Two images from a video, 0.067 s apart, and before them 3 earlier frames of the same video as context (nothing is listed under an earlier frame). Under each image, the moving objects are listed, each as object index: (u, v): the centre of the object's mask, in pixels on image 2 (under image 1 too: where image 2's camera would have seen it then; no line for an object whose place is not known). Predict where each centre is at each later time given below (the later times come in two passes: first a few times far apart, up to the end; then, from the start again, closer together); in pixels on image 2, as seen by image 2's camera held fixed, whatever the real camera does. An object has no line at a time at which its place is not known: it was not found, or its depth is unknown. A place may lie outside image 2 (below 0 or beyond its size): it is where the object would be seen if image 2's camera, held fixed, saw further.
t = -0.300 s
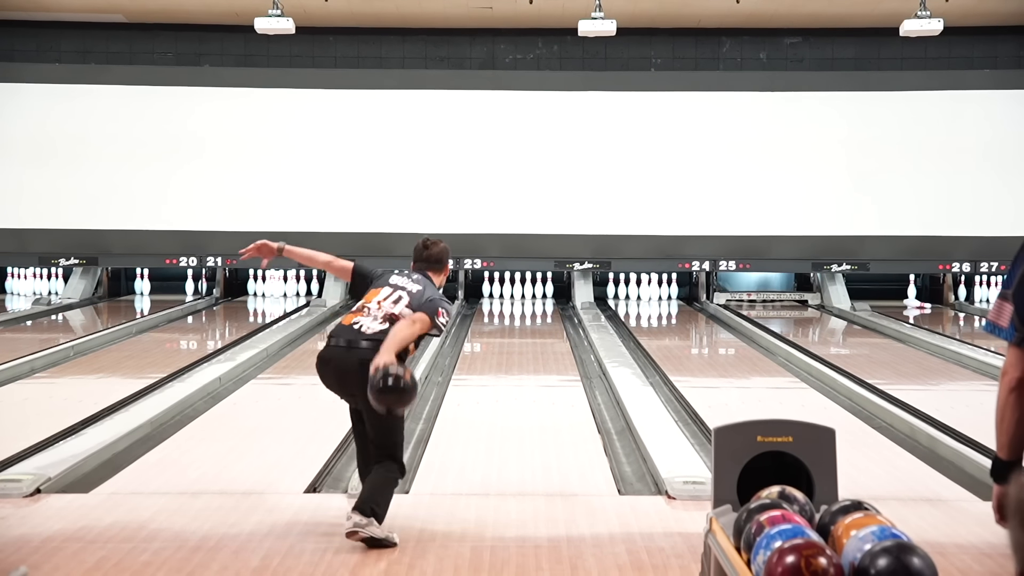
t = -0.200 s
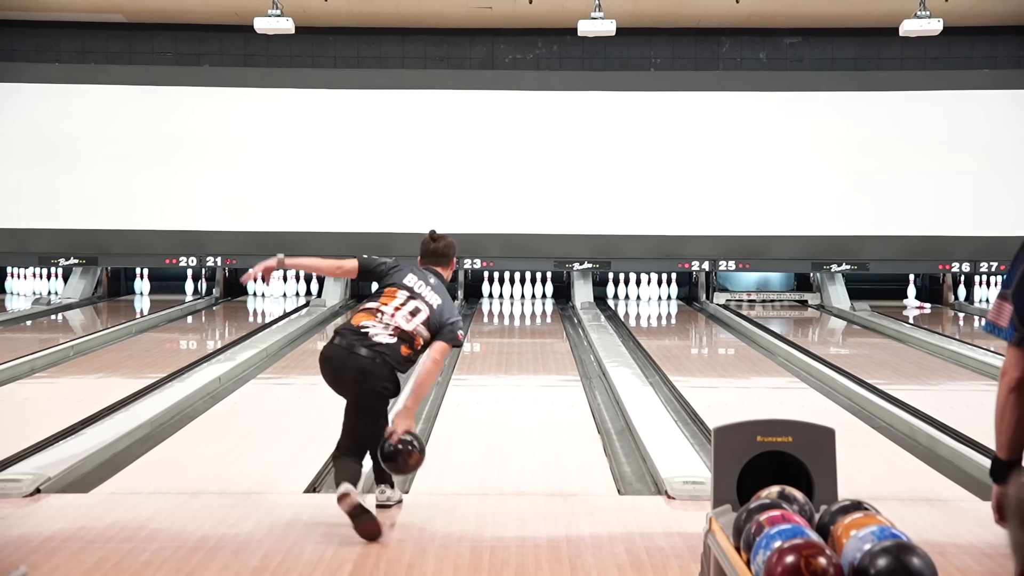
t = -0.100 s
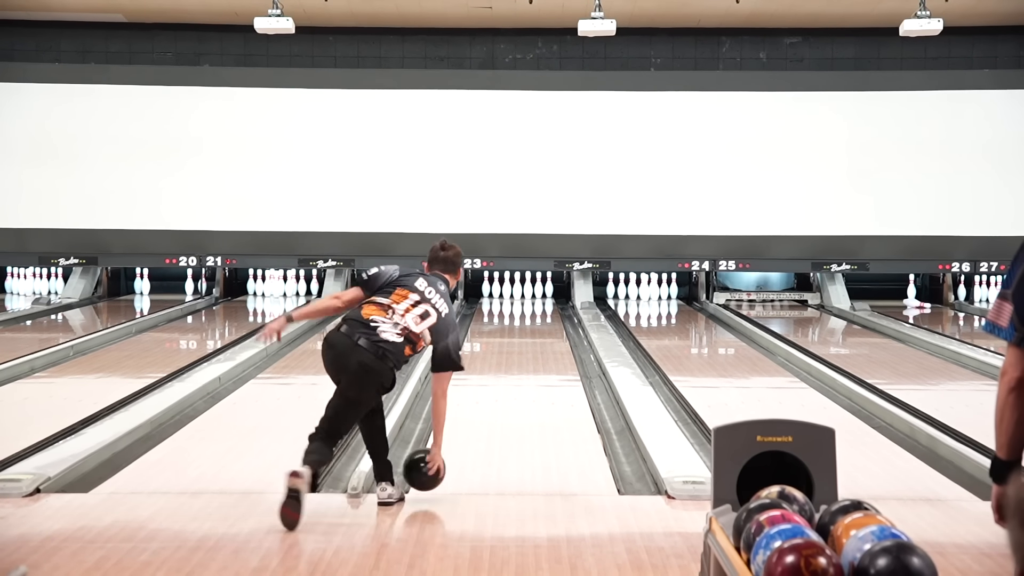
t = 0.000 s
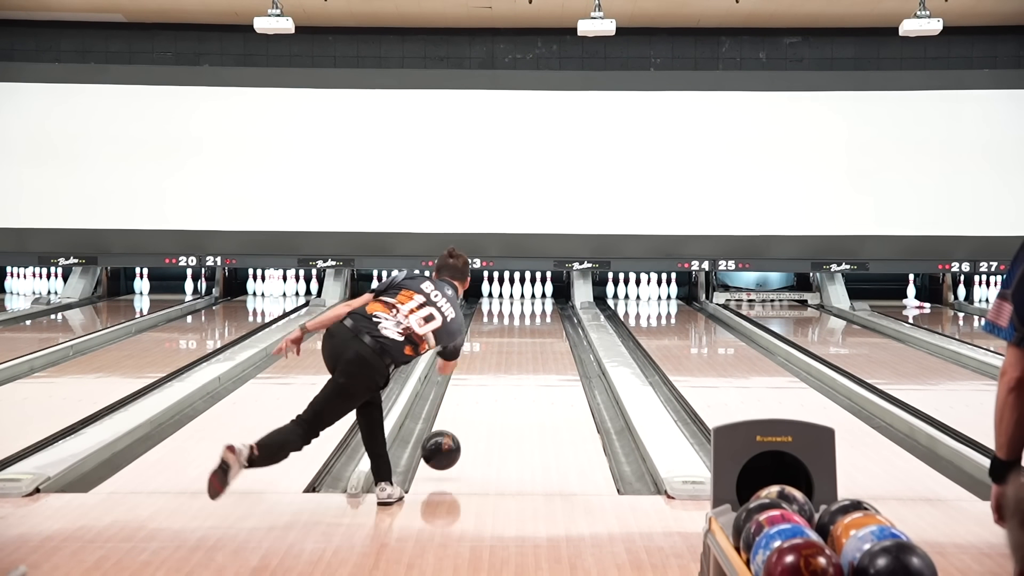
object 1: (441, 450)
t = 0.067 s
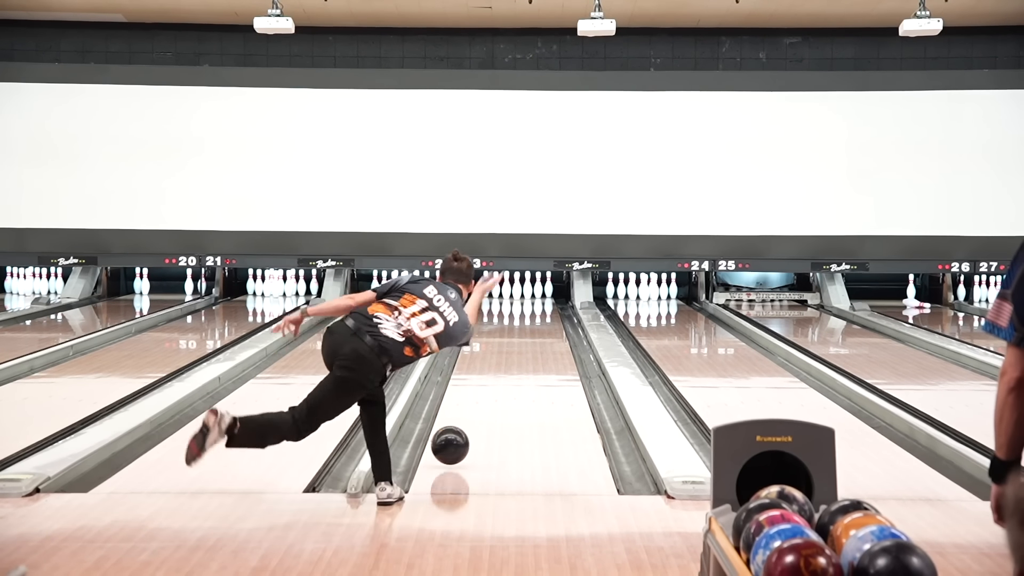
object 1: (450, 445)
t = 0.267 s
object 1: (473, 419)
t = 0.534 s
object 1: (497, 389)
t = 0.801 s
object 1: (514, 366)
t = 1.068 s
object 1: (527, 348)
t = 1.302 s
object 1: (535, 335)
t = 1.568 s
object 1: (542, 323)
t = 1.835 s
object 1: (545, 313)
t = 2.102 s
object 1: (541, 304)
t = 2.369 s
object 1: (531, 298)
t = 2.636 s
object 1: (520, 293)
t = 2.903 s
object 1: (509, 289)
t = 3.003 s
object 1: (507, 290)
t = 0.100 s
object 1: (454, 443)
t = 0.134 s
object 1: (458, 437)
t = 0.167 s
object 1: (463, 433)
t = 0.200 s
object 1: (466, 428)
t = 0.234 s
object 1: (470, 424)
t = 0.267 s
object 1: (473, 419)
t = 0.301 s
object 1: (477, 415)
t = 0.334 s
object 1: (480, 411)
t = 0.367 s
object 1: (483, 407)
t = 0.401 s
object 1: (486, 403)
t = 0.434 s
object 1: (489, 399)
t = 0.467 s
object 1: (492, 396)
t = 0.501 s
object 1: (494, 392)
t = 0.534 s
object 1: (497, 389)
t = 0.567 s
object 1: (499, 386)
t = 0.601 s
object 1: (502, 383)
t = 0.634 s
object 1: (506, 382)
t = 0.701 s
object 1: (508, 374)
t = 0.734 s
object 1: (510, 371)
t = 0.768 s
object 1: (512, 369)
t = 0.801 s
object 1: (514, 366)
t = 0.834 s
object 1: (516, 364)
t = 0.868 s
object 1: (517, 361)
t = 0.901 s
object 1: (519, 359)
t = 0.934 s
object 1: (521, 357)
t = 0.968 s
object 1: (522, 354)
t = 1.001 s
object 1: (524, 352)
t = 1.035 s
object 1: (525, 350)
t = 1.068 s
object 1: (527, 348)
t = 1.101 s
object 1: (528, 346)
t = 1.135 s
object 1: (529, 344)
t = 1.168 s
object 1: (531, 342)
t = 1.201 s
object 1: (532, 340)
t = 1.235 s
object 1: (533, 338)
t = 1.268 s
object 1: (534, 337)
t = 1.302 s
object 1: (535, 335)
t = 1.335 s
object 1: (536, 333)
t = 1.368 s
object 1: (537, 332)
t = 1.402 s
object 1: (538, 330)
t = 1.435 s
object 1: (539, 329)
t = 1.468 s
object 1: (540, 327)
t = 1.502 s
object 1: (541, 325)
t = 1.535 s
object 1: (541, 324)
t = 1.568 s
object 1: (542, 323)
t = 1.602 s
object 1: (542, 321)
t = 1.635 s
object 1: (543, 320)
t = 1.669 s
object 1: (544, 319)
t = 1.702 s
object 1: (544, 317)
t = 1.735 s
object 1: (544, 316)
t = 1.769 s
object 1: (545, 315)
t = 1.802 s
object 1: (545, 314)
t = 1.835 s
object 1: (545, 313)
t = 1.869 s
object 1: (545, 312)
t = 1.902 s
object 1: (545, 310)
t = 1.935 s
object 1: (544, 309)
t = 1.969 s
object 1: (544, 308)
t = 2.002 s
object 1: (543, 307)
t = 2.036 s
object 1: (543, 306)
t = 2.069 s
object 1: (542, 305)
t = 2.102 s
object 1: (541, 304)
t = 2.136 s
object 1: (540, 304)
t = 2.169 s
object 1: (539, 302)
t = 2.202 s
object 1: (538, 302)
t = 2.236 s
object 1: (537, 301)
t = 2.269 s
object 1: (536, 300)
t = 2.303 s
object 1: (534, 299)
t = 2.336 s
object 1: (533, 299)
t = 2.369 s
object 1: (531, 298)
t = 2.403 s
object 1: (529, 297)
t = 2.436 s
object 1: (528, 297)
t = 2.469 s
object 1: (526, 296)
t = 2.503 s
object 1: (525, 295)
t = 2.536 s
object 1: (523, 295)
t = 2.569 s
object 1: (521, 294)
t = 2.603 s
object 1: (520, 293)
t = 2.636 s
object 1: (520, 293)
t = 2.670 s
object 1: (519, 292)
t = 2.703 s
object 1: (518, 292)
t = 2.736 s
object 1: (516, 292)
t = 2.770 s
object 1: (515, 291)
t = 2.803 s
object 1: (513, 291)
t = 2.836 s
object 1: (511, 290)
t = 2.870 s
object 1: (509, 290)
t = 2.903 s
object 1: (509, 289)
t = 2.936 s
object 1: (509, 290)
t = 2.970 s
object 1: (508, 290)
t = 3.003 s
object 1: (507, 290)
